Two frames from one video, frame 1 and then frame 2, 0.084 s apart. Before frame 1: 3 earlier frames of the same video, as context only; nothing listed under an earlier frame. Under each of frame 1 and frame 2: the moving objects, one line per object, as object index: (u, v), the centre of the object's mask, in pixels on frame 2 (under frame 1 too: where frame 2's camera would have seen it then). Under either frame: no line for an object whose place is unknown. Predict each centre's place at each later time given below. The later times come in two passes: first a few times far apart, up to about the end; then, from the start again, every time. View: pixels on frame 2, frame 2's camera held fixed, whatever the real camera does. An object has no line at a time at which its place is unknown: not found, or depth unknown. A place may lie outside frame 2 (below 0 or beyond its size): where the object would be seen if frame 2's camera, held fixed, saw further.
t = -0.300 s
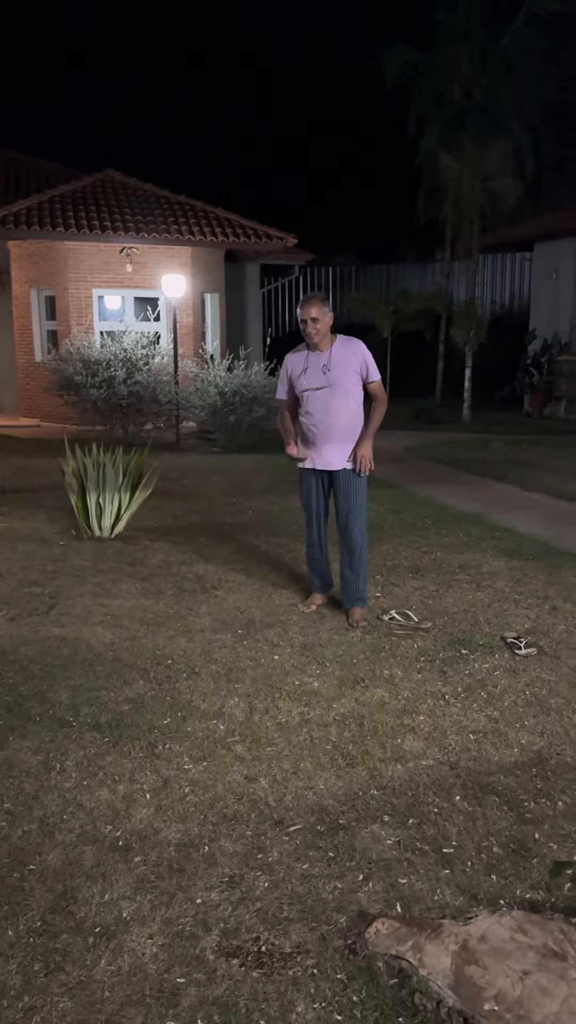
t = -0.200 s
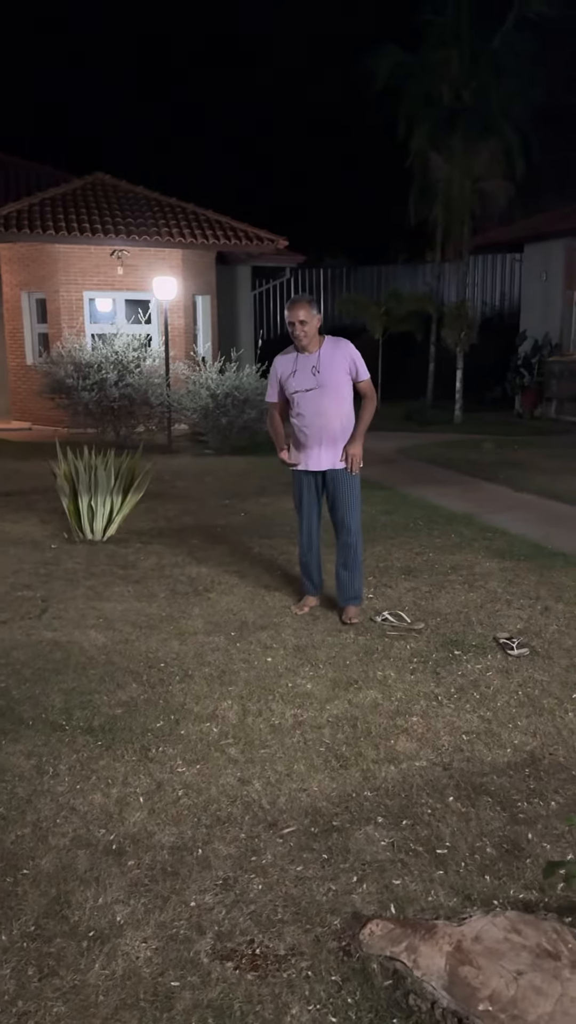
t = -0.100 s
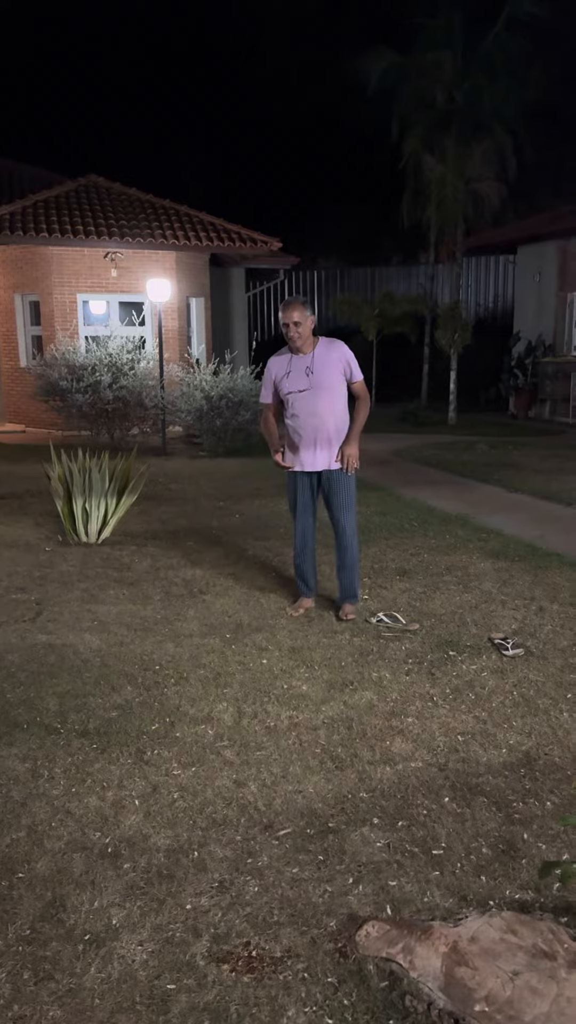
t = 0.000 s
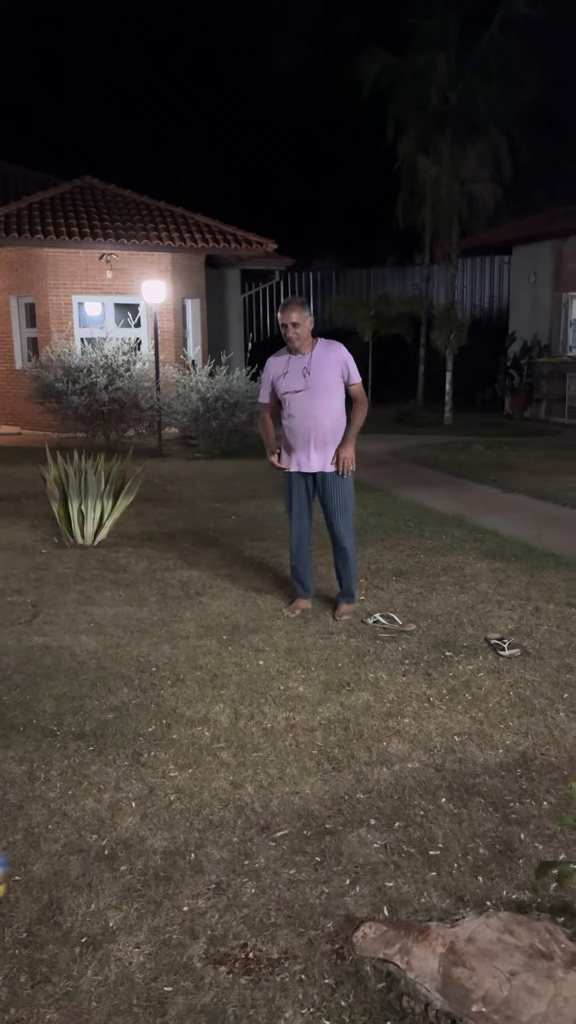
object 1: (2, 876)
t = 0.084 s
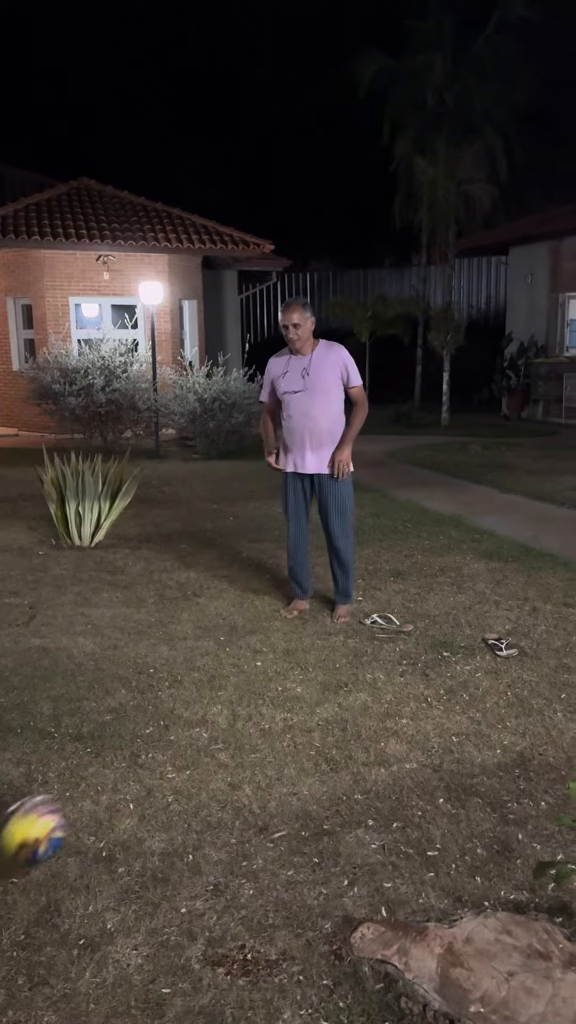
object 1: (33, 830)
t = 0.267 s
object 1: (142, 757)
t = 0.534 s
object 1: (235, 695)
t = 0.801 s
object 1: (298, 652)
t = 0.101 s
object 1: (43, 824)
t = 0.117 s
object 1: (54, 816)
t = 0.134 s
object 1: (65, 810)
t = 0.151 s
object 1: (77, 806)
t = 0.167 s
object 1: (95, 797)
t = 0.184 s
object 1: (103, 788)
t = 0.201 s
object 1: (110, 780)
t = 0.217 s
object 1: (119, 773)
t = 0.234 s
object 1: (127, 767)
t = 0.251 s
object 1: (135, 762)
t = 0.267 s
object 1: (142, 757)
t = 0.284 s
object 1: (150, 753)
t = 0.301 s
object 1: (156, 750)
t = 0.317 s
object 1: (163, 745)
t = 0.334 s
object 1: (170, 738)
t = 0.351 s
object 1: (177, 733)
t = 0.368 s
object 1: (183, 728)
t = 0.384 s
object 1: (188, 723)
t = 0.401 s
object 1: (194, 717)
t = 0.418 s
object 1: (199, 714)
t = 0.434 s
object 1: (205, 710)
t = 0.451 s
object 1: (210, 708)
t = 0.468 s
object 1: (215, 706)
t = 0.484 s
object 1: (220, 704)
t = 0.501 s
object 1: (226, 702)
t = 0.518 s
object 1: (231, 699)
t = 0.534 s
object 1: (235, 695)
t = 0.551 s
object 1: (241, 691)
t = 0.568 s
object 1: (244, 686)
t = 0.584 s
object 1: (249, 683)
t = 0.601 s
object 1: (253, 680)
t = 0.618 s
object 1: (257, 678)
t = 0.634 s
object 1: (261, 675)
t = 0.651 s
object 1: (264, 672)
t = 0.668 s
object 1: (268, 669)
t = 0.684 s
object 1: (272, 667)
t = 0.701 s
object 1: (275, 665)
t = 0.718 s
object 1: (280, 663)
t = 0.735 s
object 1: (283, 661)
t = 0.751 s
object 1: (286, 659)
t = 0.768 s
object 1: (291, 656)
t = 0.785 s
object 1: (294, 653)
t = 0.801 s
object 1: (298, 652)
